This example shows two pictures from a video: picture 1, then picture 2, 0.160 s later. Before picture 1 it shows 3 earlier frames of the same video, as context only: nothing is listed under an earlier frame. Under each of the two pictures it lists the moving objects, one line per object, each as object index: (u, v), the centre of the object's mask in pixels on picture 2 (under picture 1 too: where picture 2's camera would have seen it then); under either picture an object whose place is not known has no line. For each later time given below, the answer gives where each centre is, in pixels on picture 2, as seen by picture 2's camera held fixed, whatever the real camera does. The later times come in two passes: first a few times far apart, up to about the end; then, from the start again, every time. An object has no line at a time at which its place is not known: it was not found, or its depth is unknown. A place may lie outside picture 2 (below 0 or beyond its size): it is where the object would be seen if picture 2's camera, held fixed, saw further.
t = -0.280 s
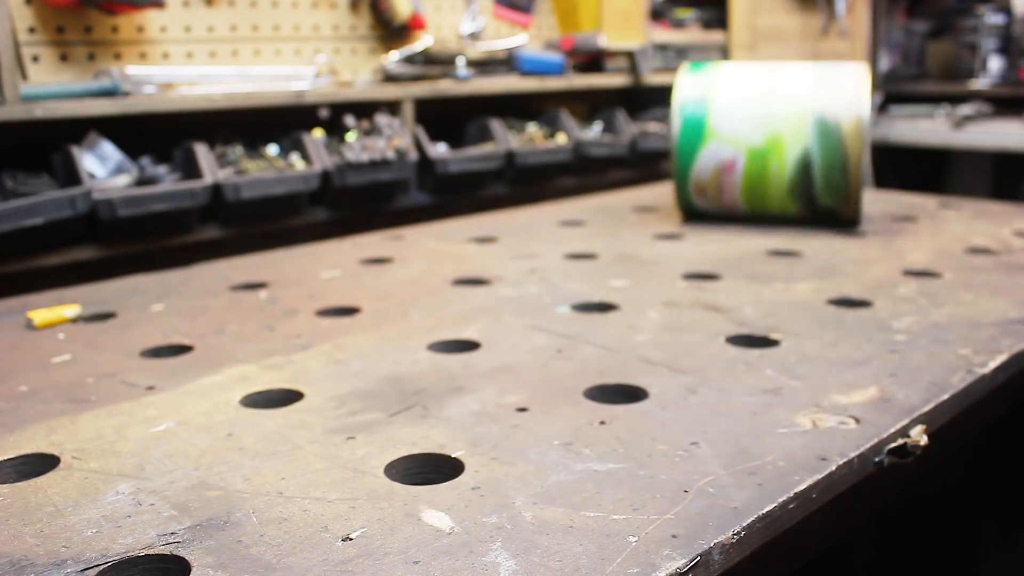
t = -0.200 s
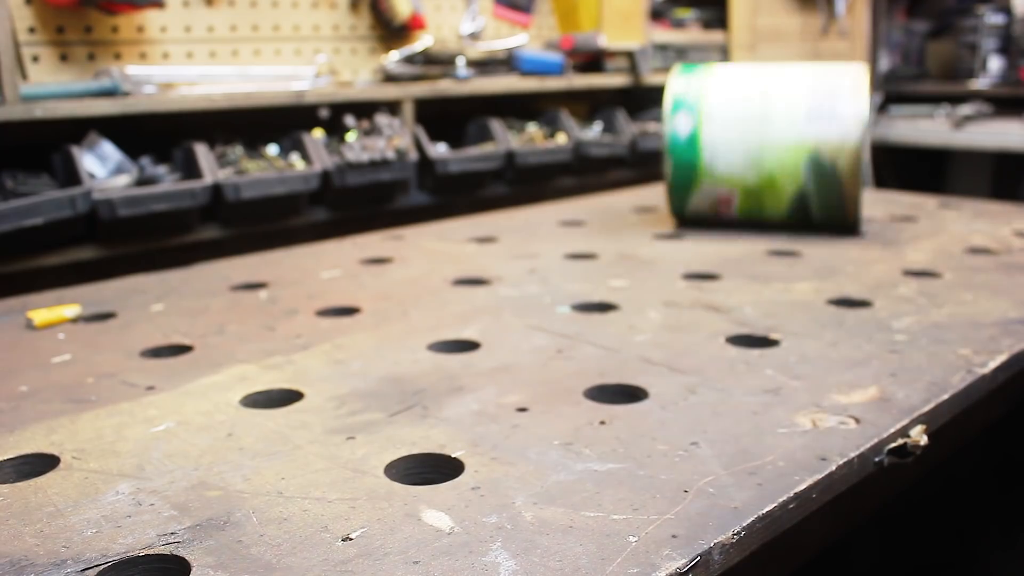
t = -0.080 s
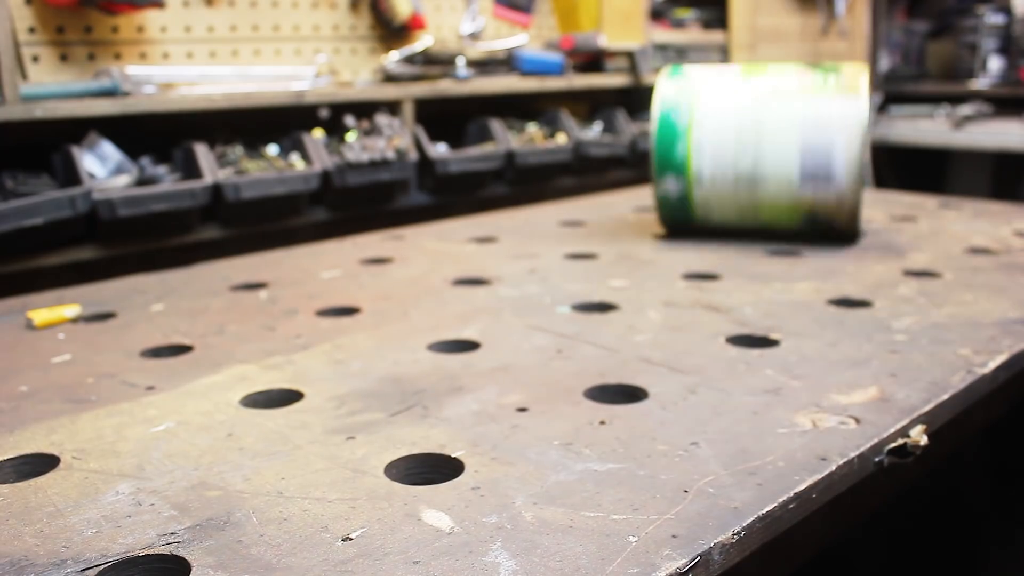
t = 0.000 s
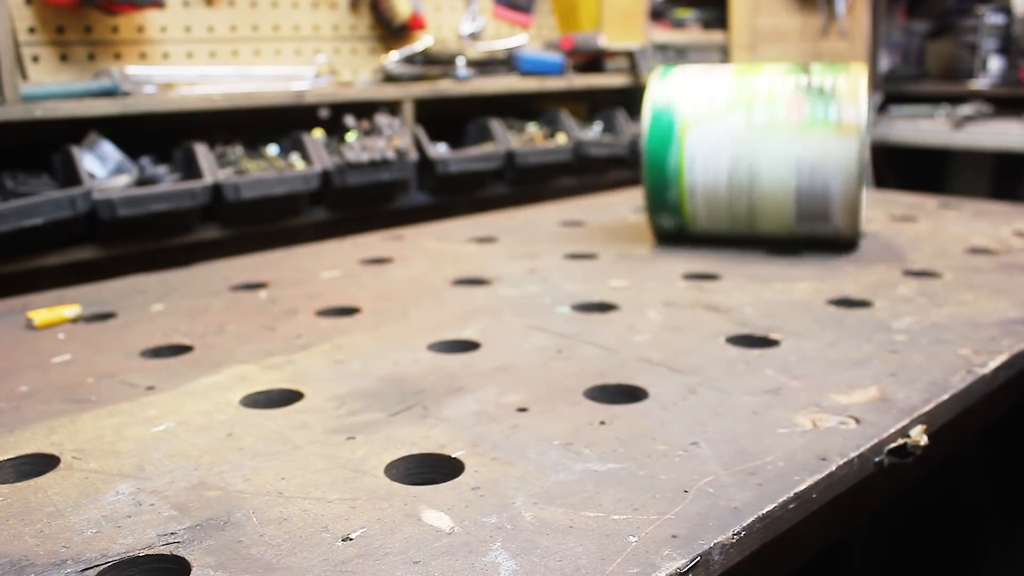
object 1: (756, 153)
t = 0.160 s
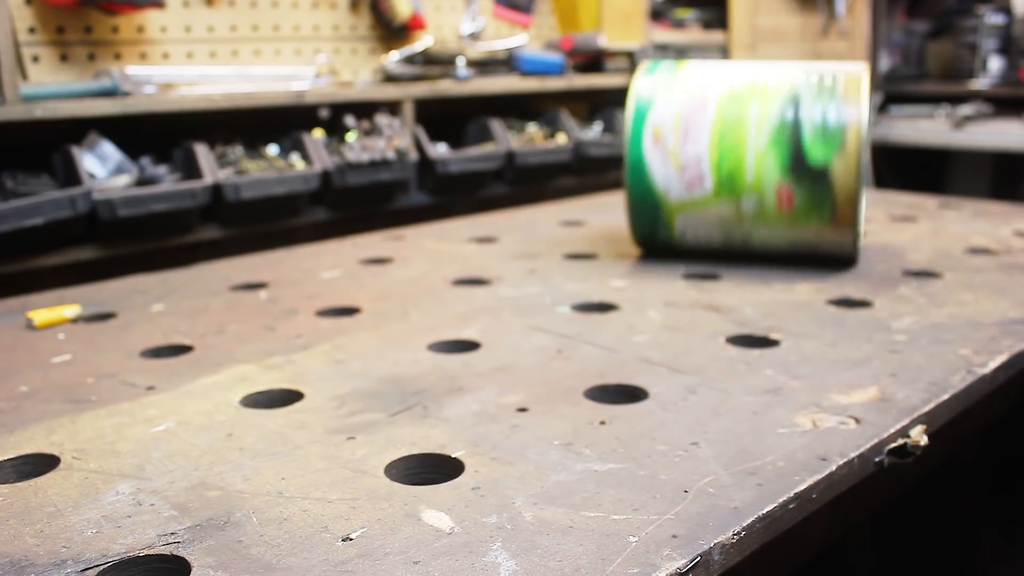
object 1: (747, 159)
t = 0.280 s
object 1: (740, 166)
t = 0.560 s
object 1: (716, 187)
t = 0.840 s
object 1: (688, 209)
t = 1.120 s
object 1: (645, 236)
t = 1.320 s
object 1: (605, 264)
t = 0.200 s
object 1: (745, 161)
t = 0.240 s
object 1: (742, 163)
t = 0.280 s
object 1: (740, 166)
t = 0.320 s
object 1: (737, 168)
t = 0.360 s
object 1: (734, 171)
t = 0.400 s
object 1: (731, 174)
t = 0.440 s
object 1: (727, 178)
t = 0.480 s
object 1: (723, 181)
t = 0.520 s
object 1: (720, 184)
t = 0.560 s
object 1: (716, 187)
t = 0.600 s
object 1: (712, 190)
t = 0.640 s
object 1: (708, 193)
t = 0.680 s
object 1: (704, 196)
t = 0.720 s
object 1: (700, 199)
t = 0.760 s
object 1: (696, 201)
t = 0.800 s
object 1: (692, 205)
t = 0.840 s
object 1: (688, 209)
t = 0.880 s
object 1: (682, 213)
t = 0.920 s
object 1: (676, 218)
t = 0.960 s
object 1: (671, 222)
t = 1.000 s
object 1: (664, 216)
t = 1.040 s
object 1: (659, 225)
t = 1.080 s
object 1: (651, 230)
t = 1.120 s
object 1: (645, 236)
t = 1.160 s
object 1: (636, 237)
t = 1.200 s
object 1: (629, 243)
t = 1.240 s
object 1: (622, 249)
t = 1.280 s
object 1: (613, 256)
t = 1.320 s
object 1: (605, 264)
